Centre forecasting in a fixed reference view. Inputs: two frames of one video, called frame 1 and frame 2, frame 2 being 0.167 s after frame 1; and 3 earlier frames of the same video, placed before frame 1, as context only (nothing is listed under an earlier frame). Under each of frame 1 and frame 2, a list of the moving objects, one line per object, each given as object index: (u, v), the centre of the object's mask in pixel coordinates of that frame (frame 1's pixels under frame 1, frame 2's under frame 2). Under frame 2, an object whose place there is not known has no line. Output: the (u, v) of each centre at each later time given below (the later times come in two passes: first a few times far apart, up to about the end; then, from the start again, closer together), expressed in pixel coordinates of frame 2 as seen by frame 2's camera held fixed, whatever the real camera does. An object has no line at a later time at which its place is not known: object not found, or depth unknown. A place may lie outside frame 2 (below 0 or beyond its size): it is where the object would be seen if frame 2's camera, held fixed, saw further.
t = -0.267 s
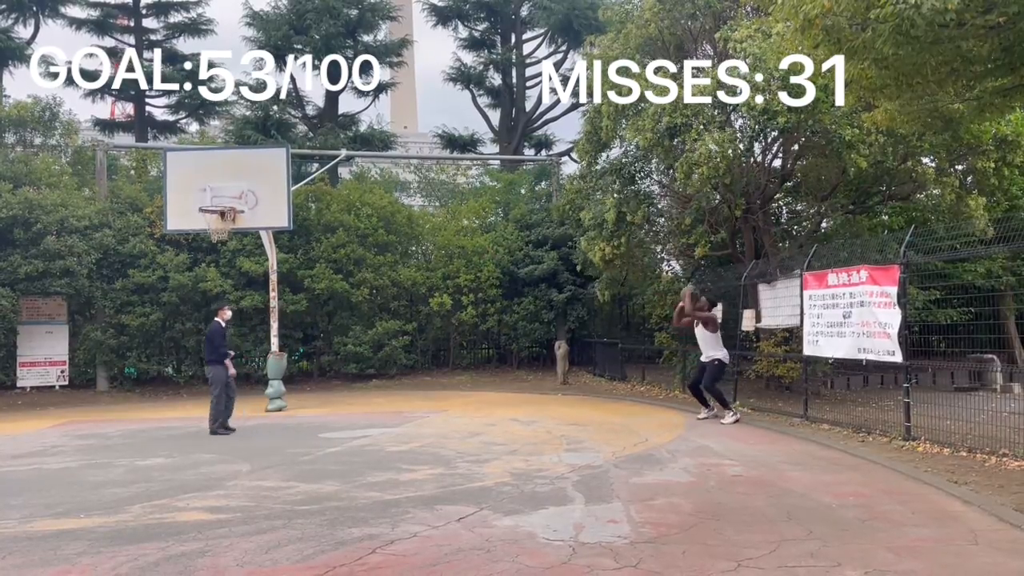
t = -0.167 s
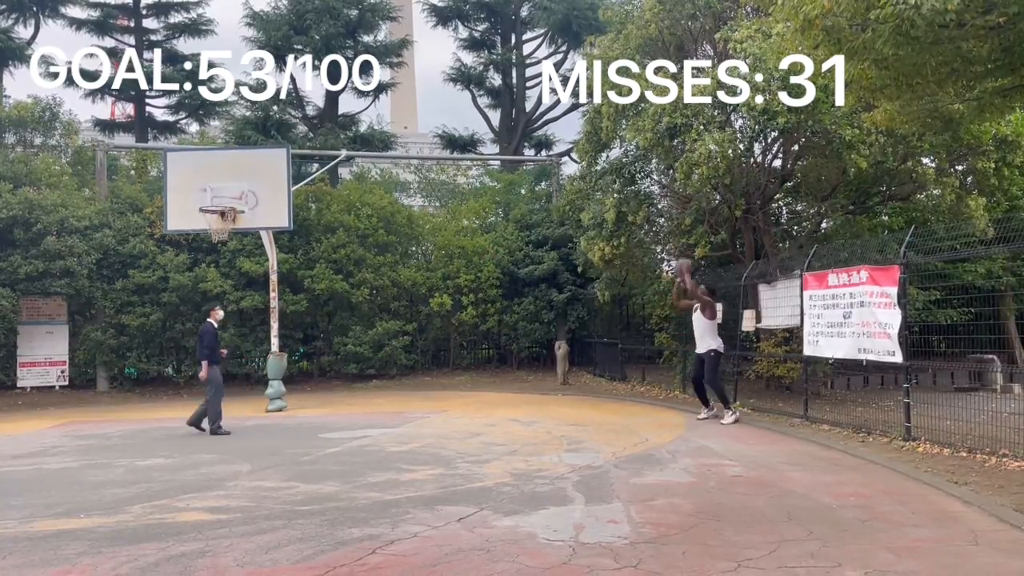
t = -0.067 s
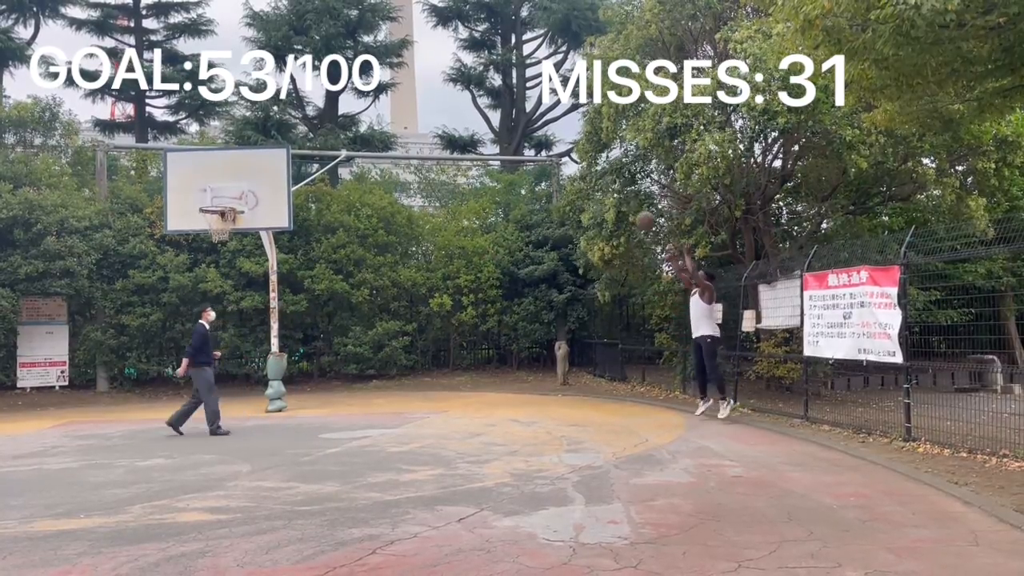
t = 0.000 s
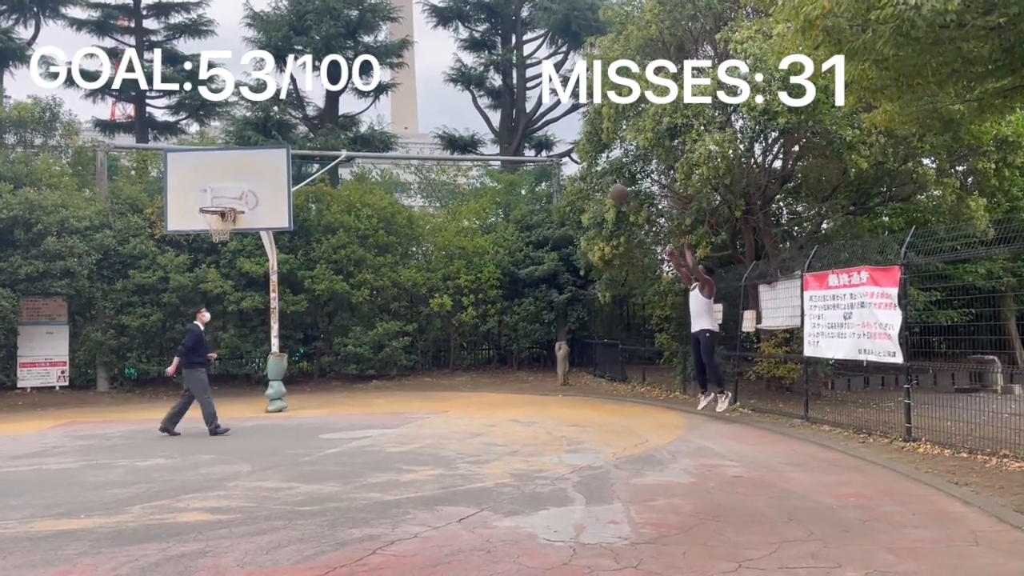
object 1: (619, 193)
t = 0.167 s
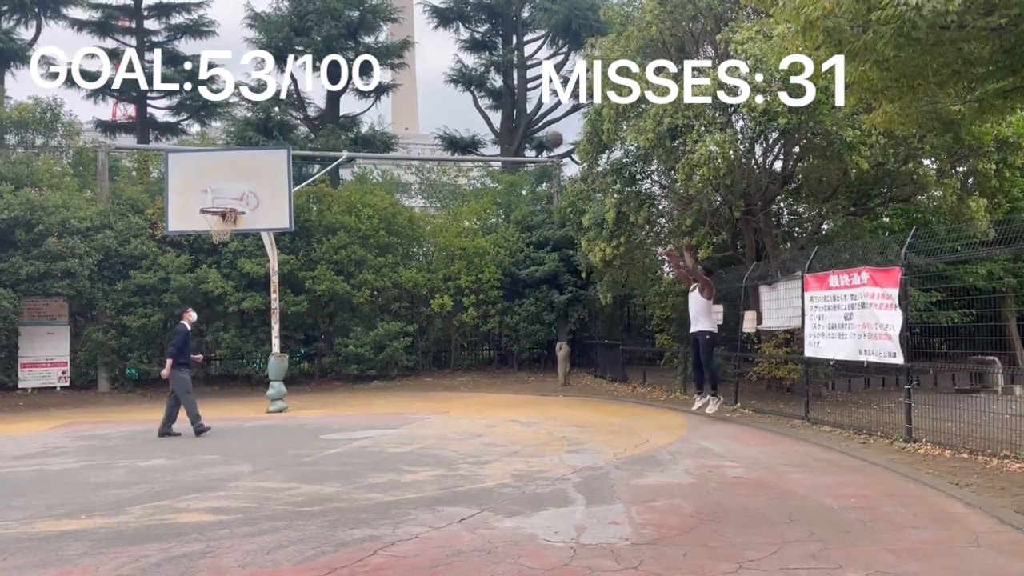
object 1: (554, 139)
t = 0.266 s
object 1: (517, 115)
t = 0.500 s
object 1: (436, 92)
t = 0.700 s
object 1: (371, 101)
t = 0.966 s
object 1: (288, 155)
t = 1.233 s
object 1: (273, 236)
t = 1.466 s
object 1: (339, 319)
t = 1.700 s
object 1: (401, 401)
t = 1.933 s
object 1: (452, 328)
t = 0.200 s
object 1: (541, 131)
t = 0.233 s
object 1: (529, 124)
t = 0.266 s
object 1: (517, 115)
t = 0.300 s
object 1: (505, 110)
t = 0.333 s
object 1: (494, 106)
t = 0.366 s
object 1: (482, 102)
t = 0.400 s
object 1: (470, 98)
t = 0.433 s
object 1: (459, 96)
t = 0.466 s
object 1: (447, 94)
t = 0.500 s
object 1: (436, 92)
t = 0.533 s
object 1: (425, 91)
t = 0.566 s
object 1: (414, 92)
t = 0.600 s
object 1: (403, 93)
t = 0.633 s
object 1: (393, 96)
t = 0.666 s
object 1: (382, 98)
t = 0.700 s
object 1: (371, 101)
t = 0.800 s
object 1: (339, 116)
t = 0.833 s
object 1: (329, 121)
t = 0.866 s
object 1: (320, 130)
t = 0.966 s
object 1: (288, 155)
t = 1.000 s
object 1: (279, 166)
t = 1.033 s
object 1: (269, 177)
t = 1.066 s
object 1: (259, 188)
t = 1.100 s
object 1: (250, 200)
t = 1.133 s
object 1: (244, 211)
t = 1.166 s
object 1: (253, 218)
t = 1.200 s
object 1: (263, 227)
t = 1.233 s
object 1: (273, 236)
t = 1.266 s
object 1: (283, 245)
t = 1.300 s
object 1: (292, 254)
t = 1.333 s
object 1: (302, 267)
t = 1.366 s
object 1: (311, 278)
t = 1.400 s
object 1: (321, 292)
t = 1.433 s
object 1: (330, 305)
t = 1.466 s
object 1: (339, 319)
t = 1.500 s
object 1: (349, 333)
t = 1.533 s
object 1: (358, 350)
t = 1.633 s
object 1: (384, 403)
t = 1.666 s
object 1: (393, 414)
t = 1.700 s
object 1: (401, 401)
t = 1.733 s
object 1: (408, 387)
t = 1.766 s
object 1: (415, 374)
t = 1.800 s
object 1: (422, 364)
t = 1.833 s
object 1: (430, 353)
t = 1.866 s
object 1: (437, 344)
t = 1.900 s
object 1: (445, 336)
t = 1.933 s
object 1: (452, 328)
